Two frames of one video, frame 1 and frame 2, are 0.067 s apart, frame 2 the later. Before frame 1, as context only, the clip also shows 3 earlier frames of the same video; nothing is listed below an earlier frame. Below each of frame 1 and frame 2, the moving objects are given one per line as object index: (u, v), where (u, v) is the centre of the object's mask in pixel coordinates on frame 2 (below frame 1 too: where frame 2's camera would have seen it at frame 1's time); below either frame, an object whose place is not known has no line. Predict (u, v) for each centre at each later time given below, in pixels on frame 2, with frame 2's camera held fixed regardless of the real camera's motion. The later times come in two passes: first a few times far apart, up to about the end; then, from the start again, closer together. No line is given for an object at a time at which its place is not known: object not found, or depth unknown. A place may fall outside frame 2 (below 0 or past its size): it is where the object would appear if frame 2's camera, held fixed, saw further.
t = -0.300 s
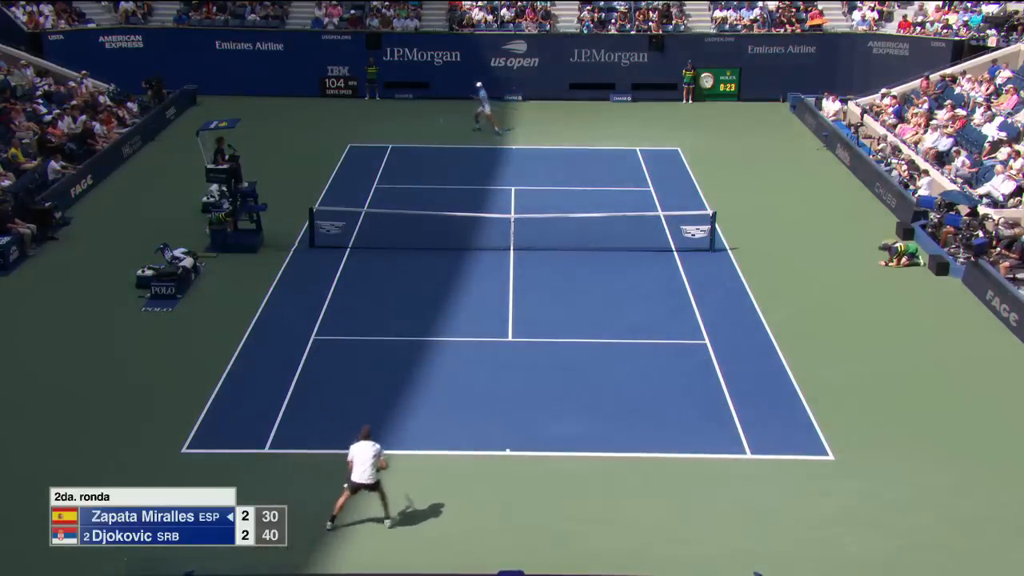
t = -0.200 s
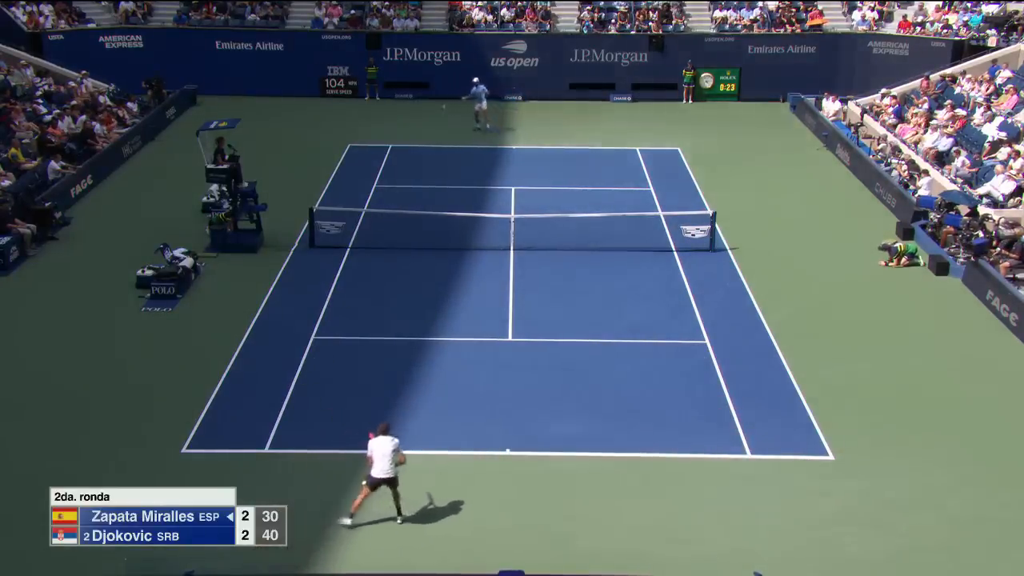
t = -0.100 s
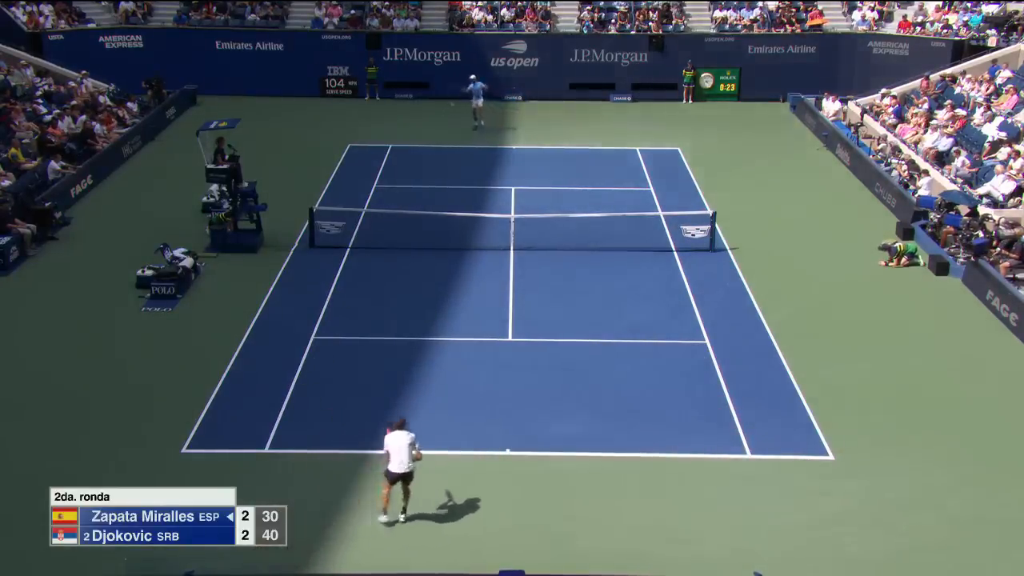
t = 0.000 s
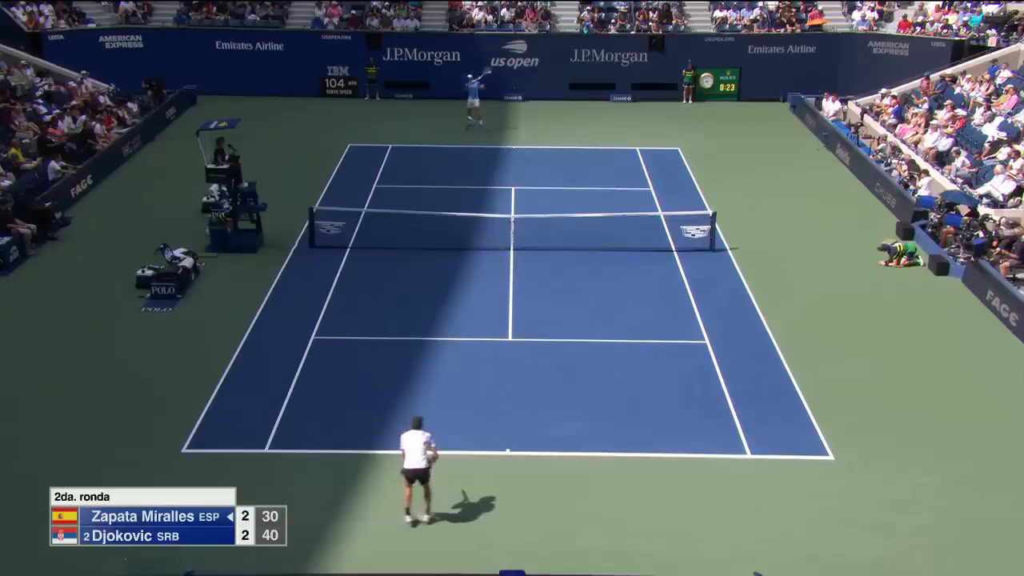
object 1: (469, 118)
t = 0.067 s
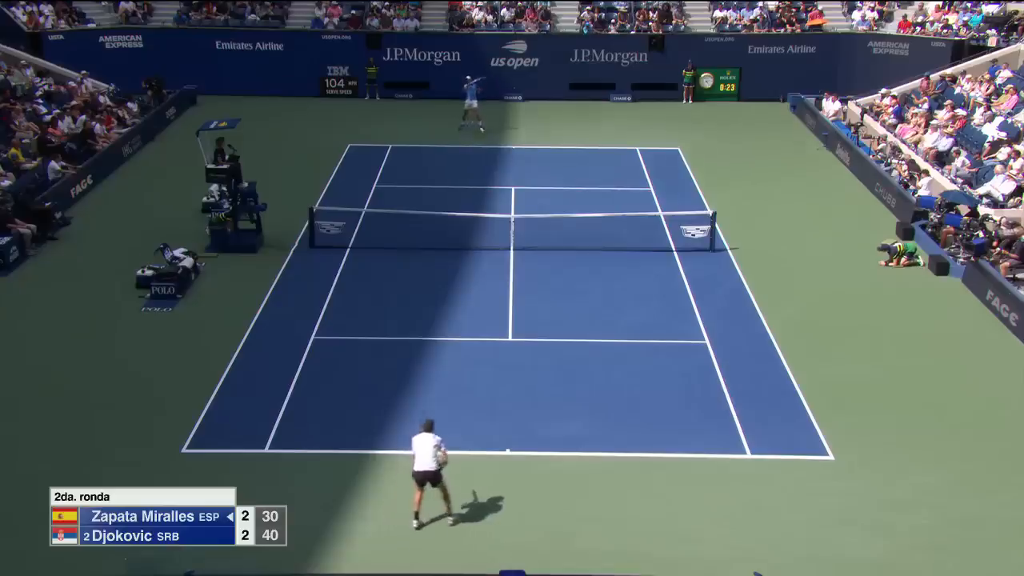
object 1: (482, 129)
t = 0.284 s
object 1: (529, 192)
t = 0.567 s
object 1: (604, 326)
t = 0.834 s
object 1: (669, 363)
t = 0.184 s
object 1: (505, 158)
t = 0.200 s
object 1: (509, 162)
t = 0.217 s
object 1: (513, 168)
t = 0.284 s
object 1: (529, 192)
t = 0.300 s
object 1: (531, 195)
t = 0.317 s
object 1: (536, 202)
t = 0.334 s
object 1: (540, 209)
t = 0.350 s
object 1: (546, 218)
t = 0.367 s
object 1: (548, 223)
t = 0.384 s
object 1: (553, 230)
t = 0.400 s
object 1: (557, 238)
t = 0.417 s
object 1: (561, 245)
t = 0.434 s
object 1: (566, 253)
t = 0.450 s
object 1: (571, 261)
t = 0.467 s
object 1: (575, 269)
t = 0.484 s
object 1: (579, 278)
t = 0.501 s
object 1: (585, 287)
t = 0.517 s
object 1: (589, 297)
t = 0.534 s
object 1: (594, 306)
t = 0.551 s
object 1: (599, 316)
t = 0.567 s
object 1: (604, 326)
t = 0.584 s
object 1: (608, 335)
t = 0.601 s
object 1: (614, 348)
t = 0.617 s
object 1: (618, 350)
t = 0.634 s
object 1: (622, 351)
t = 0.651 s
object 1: (625, 351)
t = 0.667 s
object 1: (628, 350)
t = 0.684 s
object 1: (632, 351)
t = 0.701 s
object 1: (636, 351)
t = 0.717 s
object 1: (640, 352)
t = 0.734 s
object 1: (645, 352)
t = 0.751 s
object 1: (648, 354)
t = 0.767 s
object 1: (653, 356)
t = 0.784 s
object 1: (657, 357)
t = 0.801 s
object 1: (661, 359)
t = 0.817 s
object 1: (665, 361)
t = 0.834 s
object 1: (669, 363)
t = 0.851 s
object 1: (674, 366)
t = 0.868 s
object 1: (678, 368)
